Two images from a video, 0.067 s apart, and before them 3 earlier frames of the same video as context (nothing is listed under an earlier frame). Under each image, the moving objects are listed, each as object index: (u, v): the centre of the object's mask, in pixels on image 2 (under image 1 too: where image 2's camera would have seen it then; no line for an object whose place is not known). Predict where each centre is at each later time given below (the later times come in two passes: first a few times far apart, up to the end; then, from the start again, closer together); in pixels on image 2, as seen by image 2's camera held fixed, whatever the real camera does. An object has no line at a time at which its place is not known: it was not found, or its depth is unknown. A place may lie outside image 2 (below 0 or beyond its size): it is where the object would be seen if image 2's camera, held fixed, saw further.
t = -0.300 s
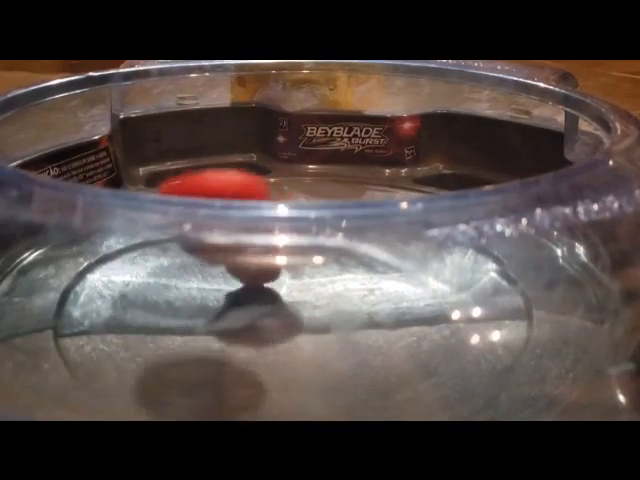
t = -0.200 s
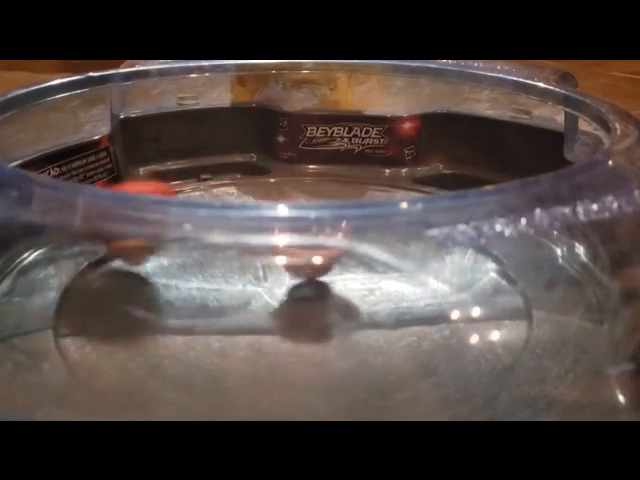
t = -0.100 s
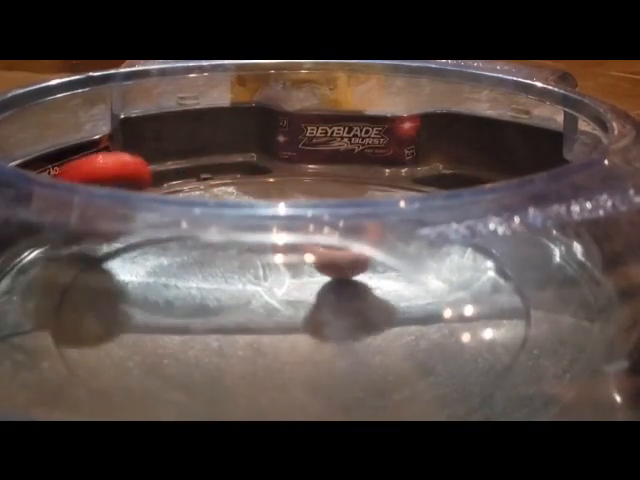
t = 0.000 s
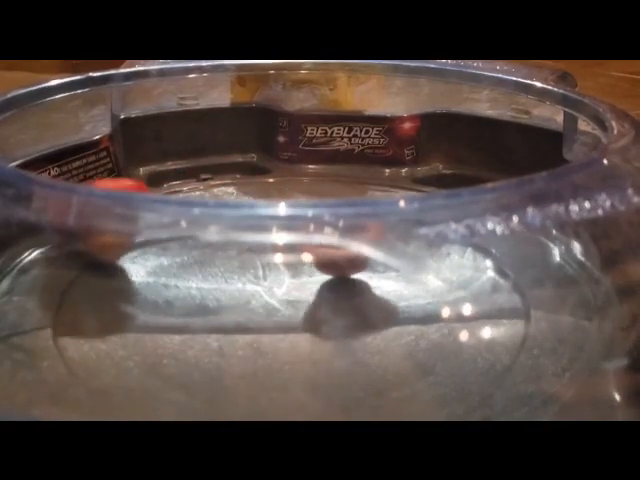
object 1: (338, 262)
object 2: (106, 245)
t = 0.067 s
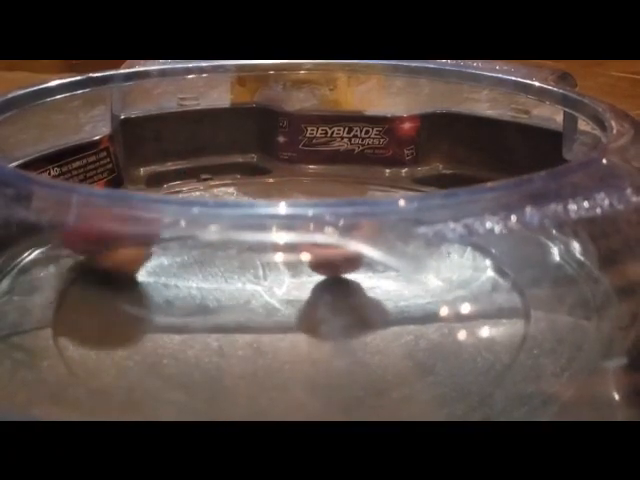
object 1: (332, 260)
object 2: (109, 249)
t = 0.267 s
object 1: (311, 277)
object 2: (227, 308)
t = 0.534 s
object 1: (347, 282)
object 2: (313, 365)
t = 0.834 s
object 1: (327, 285)
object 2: (146, 306)
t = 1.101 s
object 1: (293, 309)
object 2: (138, 240)
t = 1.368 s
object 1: (297, 312)
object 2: (215, 260)
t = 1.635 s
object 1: (292, 307)
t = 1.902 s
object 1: (265, 290)
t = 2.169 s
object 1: (239, 371)
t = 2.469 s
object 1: (357, 331)
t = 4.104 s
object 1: (396, 239)
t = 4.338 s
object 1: (397, 248)
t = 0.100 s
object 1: (329, 262)
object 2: (125, 247)
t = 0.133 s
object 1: (325, 264)
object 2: (141, 260)
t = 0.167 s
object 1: (315, 264)
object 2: (157, 276)
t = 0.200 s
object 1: (311, 267)
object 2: (179, 288)
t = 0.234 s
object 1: (309, 269)
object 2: (202, 294)
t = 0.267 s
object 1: (311, 277)
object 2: (227, 308)
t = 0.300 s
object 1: (309, 271)
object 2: (254, 325)
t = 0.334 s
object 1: (318, 272)
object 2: (272, 334)
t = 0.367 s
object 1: (329, 276)
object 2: (285, 339)
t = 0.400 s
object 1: (331, 276)
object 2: (298, 350)
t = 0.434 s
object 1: (336, 279)
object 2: (310, 359)
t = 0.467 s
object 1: (341, 279)
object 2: (315, 363)
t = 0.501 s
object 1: (345, 278)
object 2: (314, 365)
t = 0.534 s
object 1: (347, 282)
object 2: (313, 365)
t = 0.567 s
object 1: (348, 282)
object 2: (303, 363)
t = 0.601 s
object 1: (347, 278)
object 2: (287, 361)
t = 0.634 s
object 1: (347, 278)
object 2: (267, 361)
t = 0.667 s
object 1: (346, 279)
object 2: (248, 354)
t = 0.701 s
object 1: (344, 279)
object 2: (226, 346)
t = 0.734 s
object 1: (341, 280)
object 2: (202, 336)
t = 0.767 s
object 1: (338, 280)
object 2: (177, 326)
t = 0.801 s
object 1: (332, 281)
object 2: (159, 316)
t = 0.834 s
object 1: (327, 285)
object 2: (146, 306)
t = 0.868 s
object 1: (320, 286)
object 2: (135, 291)
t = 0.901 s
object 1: (315, 288)
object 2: (128, 286)
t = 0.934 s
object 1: (307, 292)
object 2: (123, 276)
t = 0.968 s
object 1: (300, 296)
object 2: (121, 266)
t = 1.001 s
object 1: (297, 299)
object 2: (120, 258)
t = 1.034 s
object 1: (295, 303)
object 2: (124, 255)
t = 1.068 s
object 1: (292, 307)
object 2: (130, 254)
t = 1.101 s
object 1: (293, 309)
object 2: (138, 240)
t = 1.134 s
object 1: (293, 312)
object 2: (145, 241)
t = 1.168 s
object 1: (293, 314)
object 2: (152, 241)
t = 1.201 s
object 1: (295, 314)
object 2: (158, 242)
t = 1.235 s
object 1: (296, 314)
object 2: (165, 243)
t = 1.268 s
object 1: (296, 314)
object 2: (176, 244)
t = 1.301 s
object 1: (296, 314)
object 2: (186, 248)
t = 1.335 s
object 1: (297, 313)
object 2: (199, 252)
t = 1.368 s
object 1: (297, 312)
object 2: (215, 260)
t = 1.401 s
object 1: (297, 309)
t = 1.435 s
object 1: (294, 305)
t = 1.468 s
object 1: (294, 307)
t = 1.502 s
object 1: (293, 308)
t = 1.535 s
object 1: (292, 310)
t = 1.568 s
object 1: (292, 309)
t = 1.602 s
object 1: (292, 309)
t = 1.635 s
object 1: (292, 307)
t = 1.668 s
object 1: (290, 306)
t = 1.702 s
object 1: (288, 304)
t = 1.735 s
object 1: (286, 301)
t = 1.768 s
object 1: (284, 299)
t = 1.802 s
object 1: (280, 298)
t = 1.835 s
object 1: (274, 296)
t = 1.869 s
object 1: (271, 292)
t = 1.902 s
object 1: (265, 290)
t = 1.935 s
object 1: (260, 288)
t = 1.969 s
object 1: (254, 286)
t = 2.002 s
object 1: (250, 285)
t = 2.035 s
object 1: (237, 297)
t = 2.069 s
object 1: (228, 318)
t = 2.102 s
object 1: (223, 340)
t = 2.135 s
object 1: (226, 360)
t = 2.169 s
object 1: (239, 371)
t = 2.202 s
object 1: (261, 372)
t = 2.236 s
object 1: (291, 375)
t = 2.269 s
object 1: (320, 371)
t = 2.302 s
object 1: (340, 365)
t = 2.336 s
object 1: (356, 357)
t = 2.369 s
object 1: (367, 348)
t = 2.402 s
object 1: (371, 342)
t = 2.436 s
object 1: (368, 336)
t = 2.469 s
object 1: (357, 331)
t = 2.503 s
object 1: (336, 320)
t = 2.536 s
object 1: (320, 303)
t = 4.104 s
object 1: (396, 239)
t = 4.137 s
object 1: (397, 231)
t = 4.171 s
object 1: (400, 231)
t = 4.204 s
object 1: (409, 235)
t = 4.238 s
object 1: (404, 234)
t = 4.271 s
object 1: (404, 236)
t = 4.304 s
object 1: (403, 245)
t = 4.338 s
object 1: (397, 248)
